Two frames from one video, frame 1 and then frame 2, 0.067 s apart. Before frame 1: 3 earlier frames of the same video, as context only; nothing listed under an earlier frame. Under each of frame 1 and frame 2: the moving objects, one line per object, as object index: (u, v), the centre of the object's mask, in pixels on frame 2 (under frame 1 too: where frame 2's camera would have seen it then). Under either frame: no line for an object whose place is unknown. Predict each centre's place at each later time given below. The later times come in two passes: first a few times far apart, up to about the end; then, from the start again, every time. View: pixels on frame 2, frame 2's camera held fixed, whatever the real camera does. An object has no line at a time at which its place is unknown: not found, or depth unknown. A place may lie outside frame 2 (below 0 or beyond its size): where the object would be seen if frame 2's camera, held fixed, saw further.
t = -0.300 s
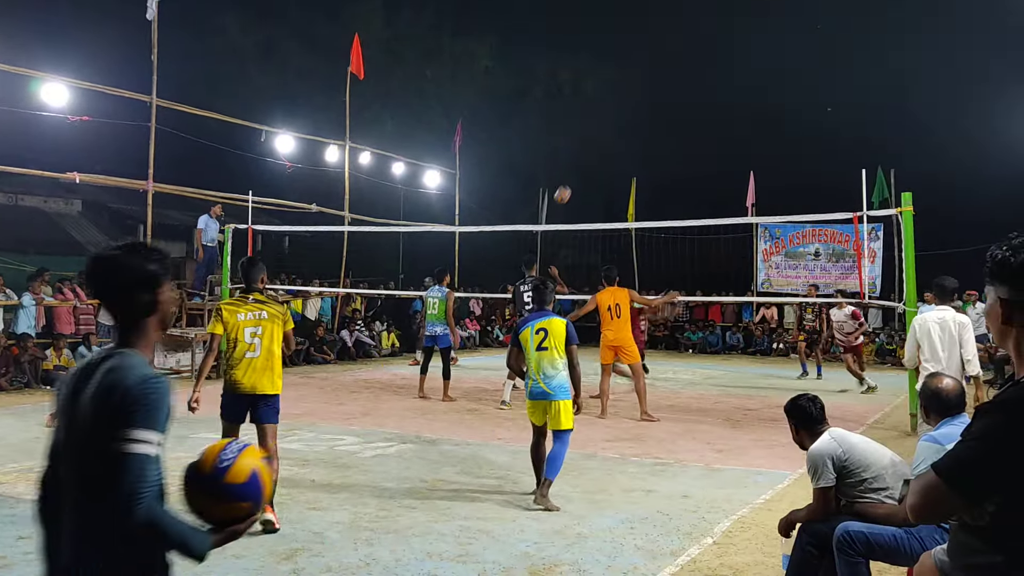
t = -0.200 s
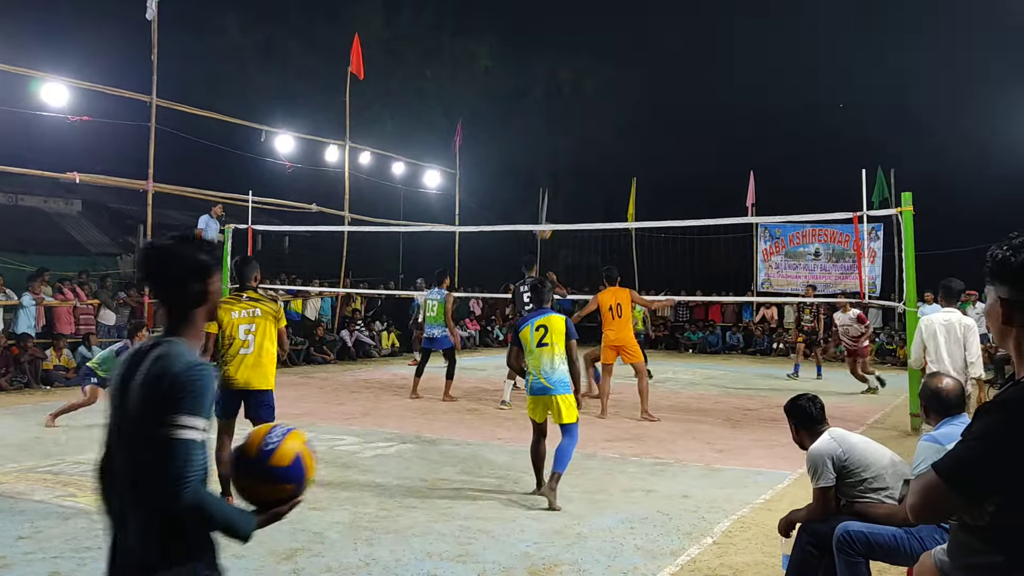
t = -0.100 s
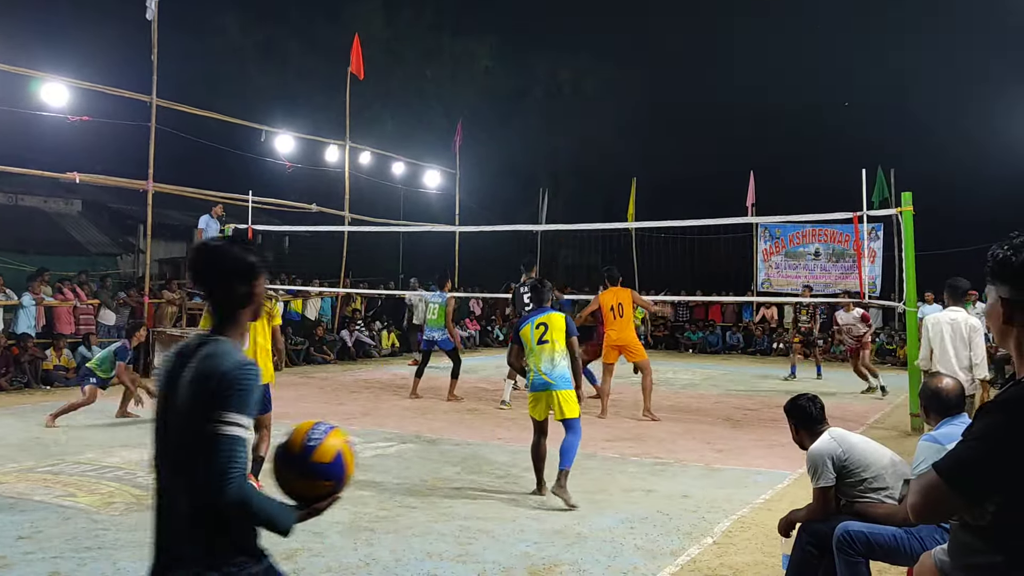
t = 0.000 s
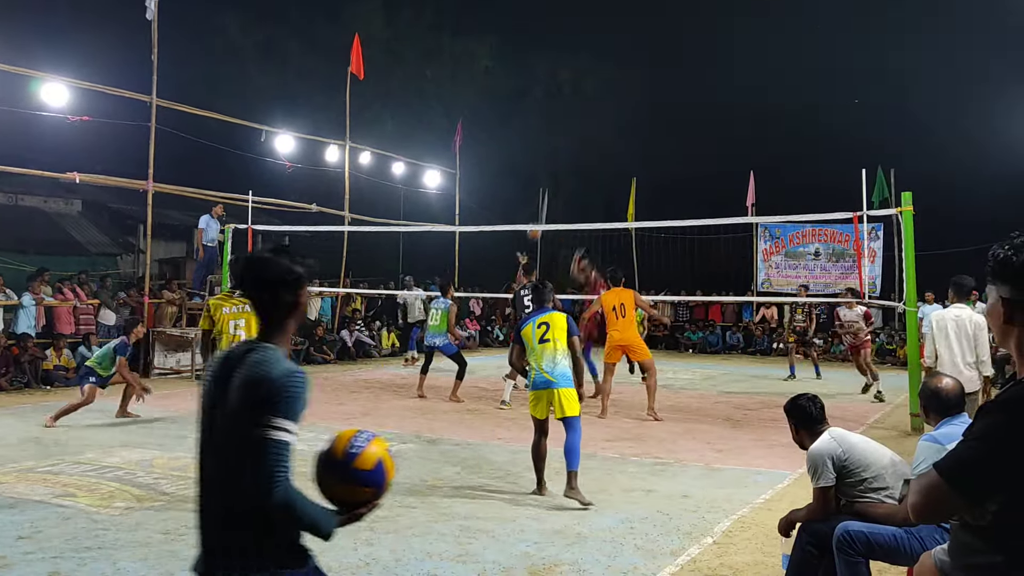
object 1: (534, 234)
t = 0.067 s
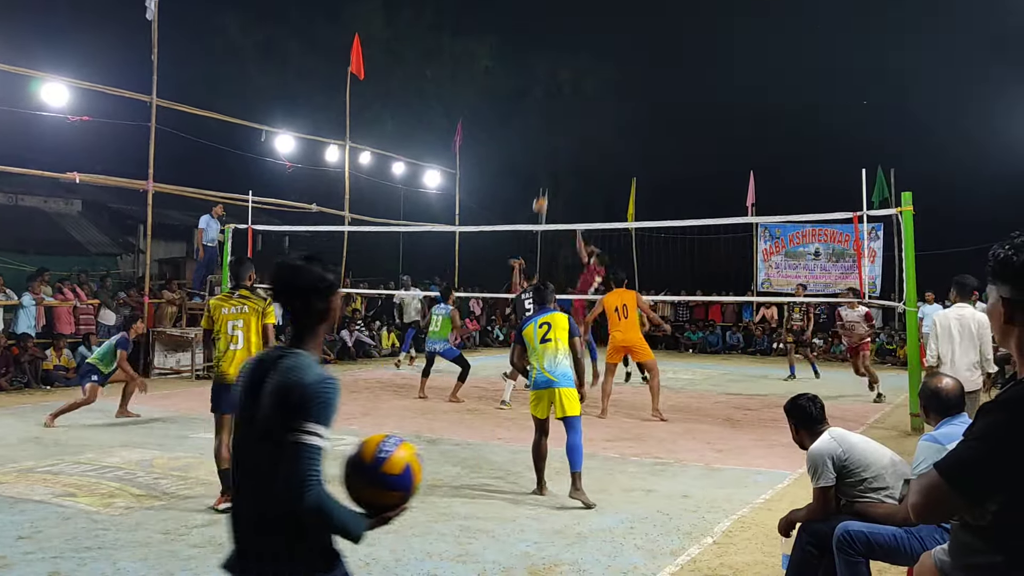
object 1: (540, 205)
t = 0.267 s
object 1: (557, 144)
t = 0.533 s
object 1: (580, 103)
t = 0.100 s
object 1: (543, 193)
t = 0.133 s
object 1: (546, 181)
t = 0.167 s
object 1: (549, 171)
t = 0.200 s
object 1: (552, 161)
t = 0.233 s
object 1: (554, 152)
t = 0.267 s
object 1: (557, 144)
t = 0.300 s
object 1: (560, 137)
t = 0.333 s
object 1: (563, 129)
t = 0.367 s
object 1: (566, 123)
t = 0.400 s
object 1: (568, 118)
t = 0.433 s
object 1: (571, 113)
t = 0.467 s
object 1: (574, 109)
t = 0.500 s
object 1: (577, 106)
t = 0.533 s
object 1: (580, 103)
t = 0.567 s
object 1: (583, 102)
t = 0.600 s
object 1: (586, 101)
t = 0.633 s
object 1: (588, 101)
